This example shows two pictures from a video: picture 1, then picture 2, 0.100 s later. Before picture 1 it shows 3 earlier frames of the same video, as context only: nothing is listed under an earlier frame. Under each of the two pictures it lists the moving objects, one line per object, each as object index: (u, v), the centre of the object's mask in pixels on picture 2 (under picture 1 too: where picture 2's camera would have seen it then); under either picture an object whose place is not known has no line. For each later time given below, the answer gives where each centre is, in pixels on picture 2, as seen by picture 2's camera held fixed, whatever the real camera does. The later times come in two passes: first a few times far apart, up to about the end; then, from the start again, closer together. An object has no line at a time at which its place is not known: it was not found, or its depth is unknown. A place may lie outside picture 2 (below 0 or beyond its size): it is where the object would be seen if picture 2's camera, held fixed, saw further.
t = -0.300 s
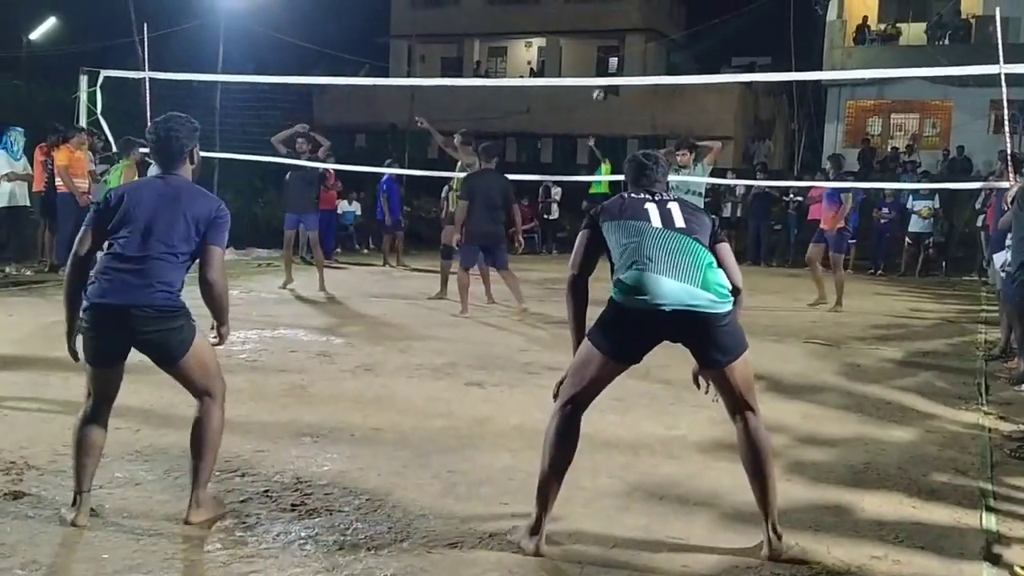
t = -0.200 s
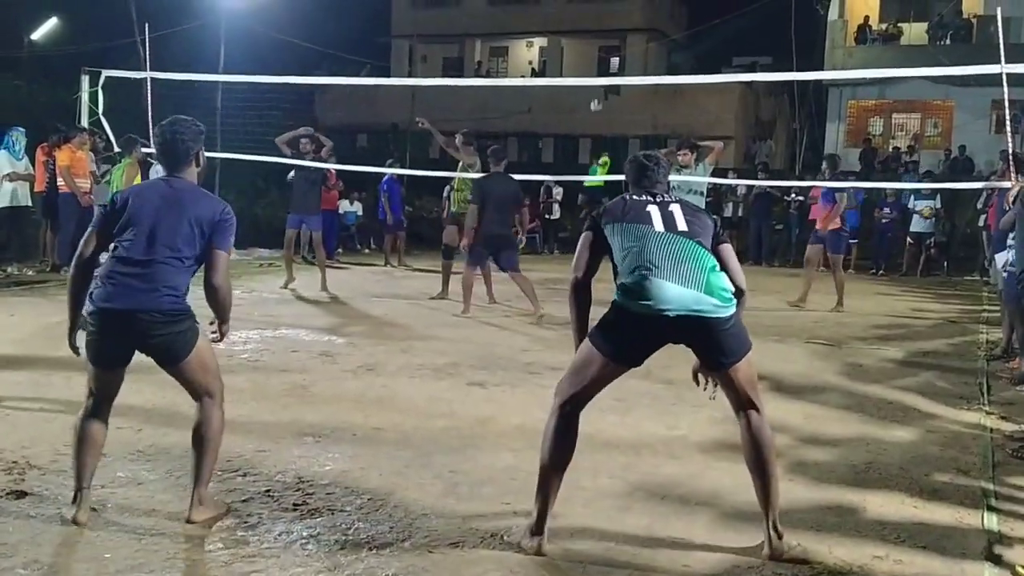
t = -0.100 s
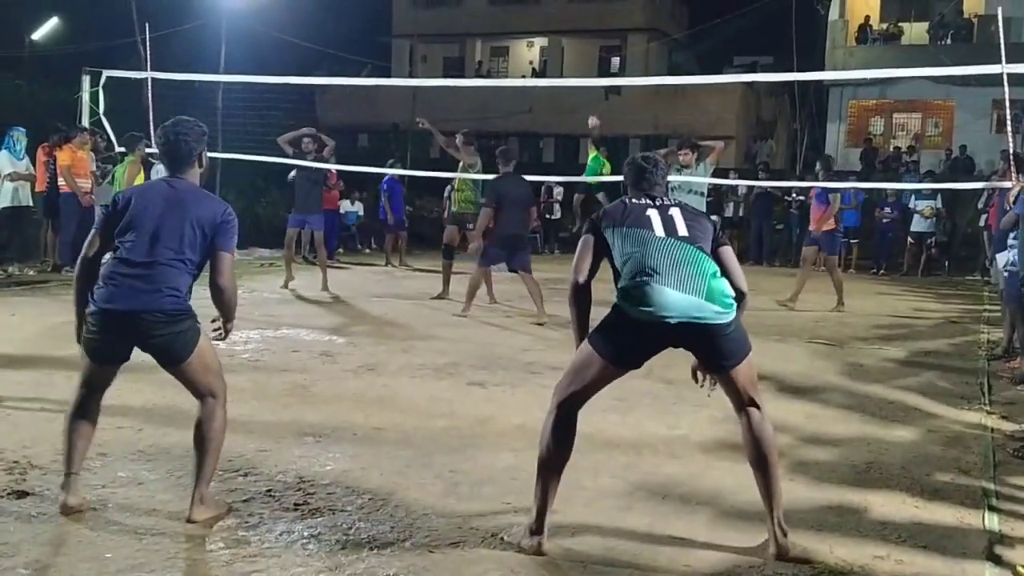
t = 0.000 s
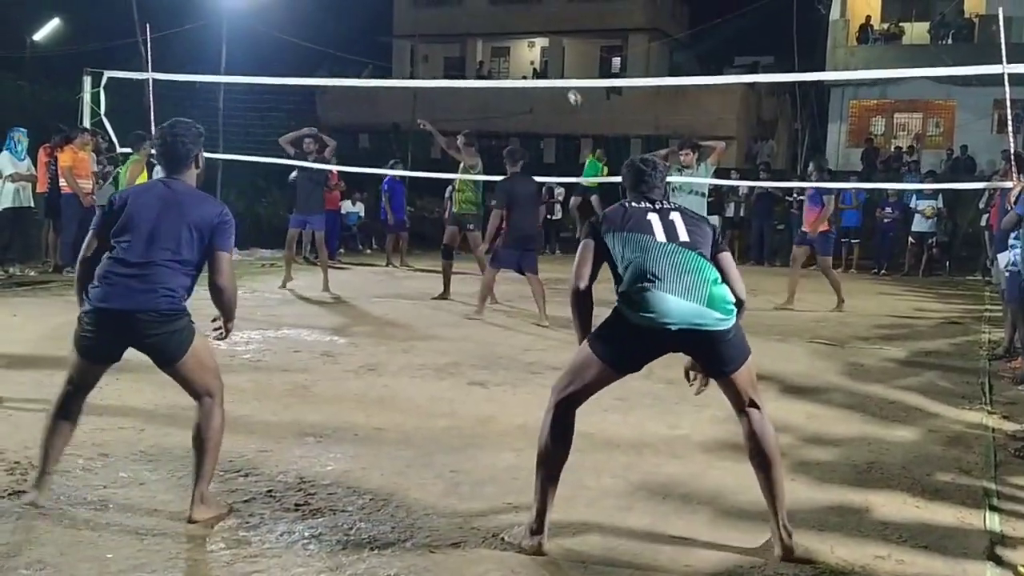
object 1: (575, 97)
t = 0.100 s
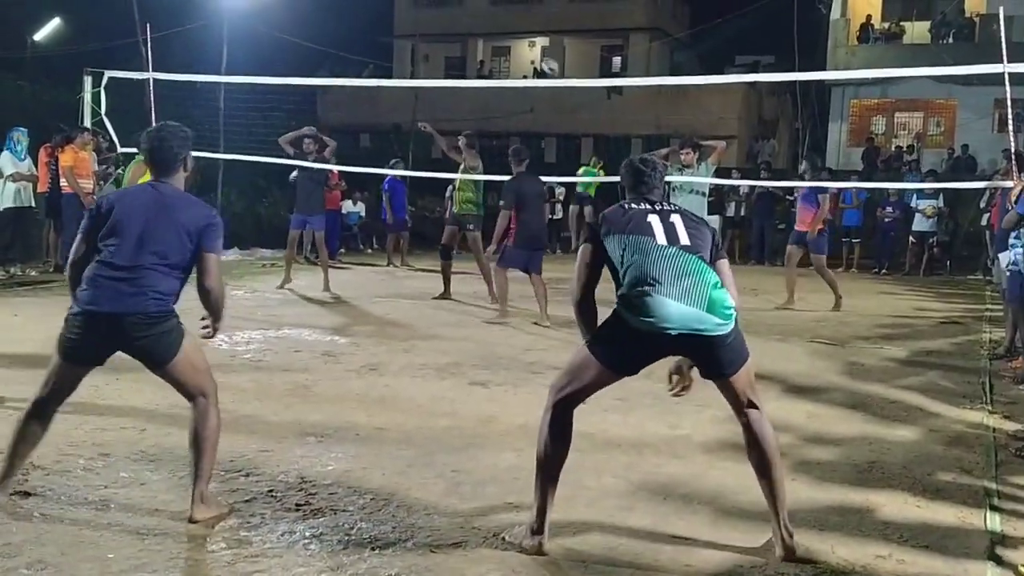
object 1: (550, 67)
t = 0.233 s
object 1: (506, 33)
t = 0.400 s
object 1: (423, 11)
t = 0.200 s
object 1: (517, 39)
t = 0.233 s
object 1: (506, 33)
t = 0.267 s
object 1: (493, 27)
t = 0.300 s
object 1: (478, 21)
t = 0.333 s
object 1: (462, 15)
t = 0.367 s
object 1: (444, 12)
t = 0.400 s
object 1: (423, 11)
